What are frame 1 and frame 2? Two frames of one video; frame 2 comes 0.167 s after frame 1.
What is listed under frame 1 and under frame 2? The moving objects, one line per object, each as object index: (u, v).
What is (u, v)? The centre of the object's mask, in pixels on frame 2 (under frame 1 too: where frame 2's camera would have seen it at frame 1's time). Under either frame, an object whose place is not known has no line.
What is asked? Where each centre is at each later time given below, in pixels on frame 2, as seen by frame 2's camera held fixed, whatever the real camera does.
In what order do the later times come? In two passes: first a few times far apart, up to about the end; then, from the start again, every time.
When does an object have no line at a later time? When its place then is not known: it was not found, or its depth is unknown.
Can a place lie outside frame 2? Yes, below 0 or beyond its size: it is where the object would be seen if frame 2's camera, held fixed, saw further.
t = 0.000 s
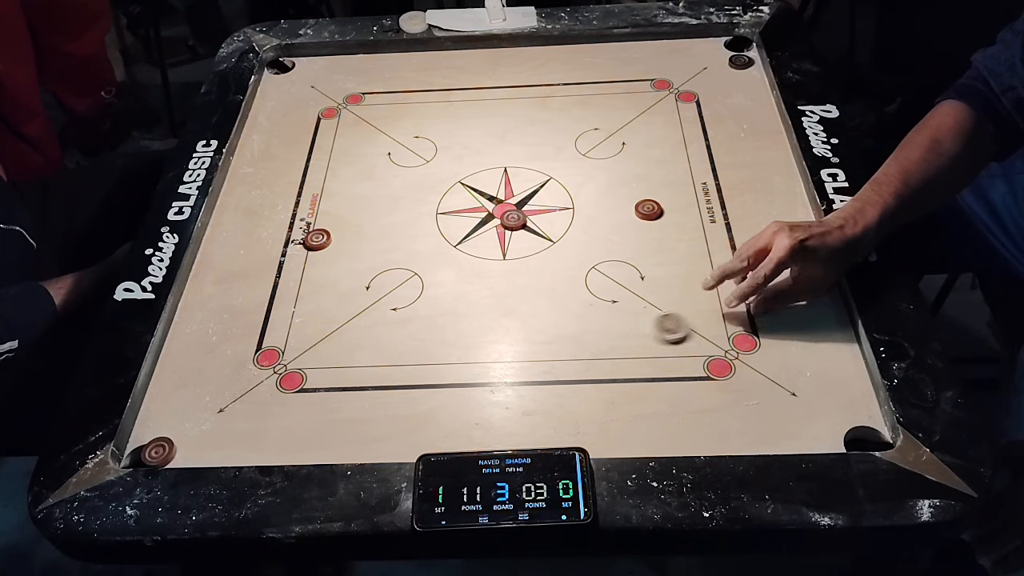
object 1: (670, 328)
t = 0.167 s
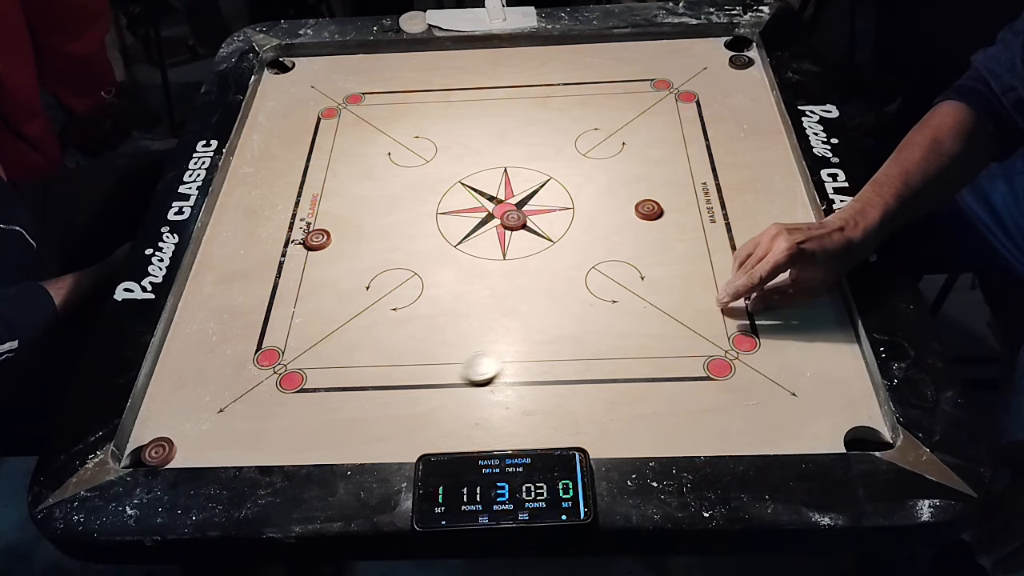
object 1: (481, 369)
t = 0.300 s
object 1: (346, 397)
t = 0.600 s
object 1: (155, 425)
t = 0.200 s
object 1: (445, 376)
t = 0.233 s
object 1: (411, 383)
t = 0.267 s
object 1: (378, 391)
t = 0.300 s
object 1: (346, 397)
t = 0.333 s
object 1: (315, 403)
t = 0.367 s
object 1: (286, 409)
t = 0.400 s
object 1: (258, 415)
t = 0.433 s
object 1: (231, 420)
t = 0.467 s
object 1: (206, 426)
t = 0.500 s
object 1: (185, 428)
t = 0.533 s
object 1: (171, 427)
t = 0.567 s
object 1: (160, 426)
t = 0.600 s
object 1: (155, 425)
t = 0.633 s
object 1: (163, 425)
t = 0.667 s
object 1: (170, 425)
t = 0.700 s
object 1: (176, 424)
